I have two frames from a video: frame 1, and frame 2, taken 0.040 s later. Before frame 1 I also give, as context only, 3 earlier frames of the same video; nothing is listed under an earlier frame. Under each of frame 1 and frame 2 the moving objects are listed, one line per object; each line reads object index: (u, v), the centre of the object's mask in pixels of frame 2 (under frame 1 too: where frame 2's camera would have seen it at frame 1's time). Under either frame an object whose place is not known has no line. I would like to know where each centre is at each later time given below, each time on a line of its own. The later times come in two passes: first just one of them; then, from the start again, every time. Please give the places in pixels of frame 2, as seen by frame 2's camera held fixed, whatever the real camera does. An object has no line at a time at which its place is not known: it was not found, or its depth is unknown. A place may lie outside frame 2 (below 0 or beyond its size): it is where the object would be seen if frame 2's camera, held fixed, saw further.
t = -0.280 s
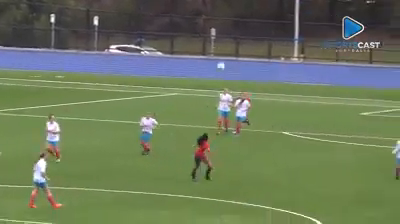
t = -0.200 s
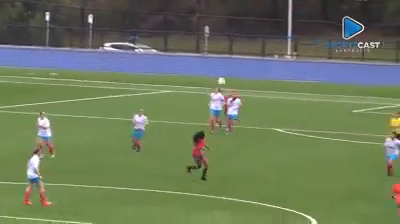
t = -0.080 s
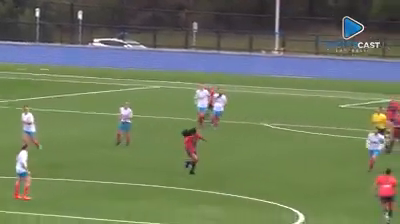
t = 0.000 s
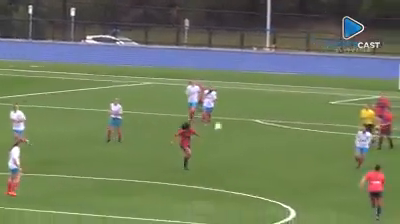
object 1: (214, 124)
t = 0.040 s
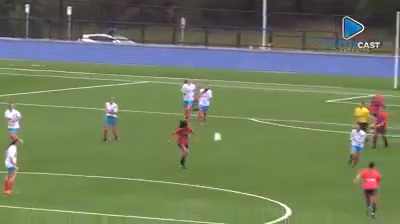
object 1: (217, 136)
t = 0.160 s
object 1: (227, 168)
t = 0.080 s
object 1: (221, 149)
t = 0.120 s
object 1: (224, 162)
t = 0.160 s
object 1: (227, 168)
